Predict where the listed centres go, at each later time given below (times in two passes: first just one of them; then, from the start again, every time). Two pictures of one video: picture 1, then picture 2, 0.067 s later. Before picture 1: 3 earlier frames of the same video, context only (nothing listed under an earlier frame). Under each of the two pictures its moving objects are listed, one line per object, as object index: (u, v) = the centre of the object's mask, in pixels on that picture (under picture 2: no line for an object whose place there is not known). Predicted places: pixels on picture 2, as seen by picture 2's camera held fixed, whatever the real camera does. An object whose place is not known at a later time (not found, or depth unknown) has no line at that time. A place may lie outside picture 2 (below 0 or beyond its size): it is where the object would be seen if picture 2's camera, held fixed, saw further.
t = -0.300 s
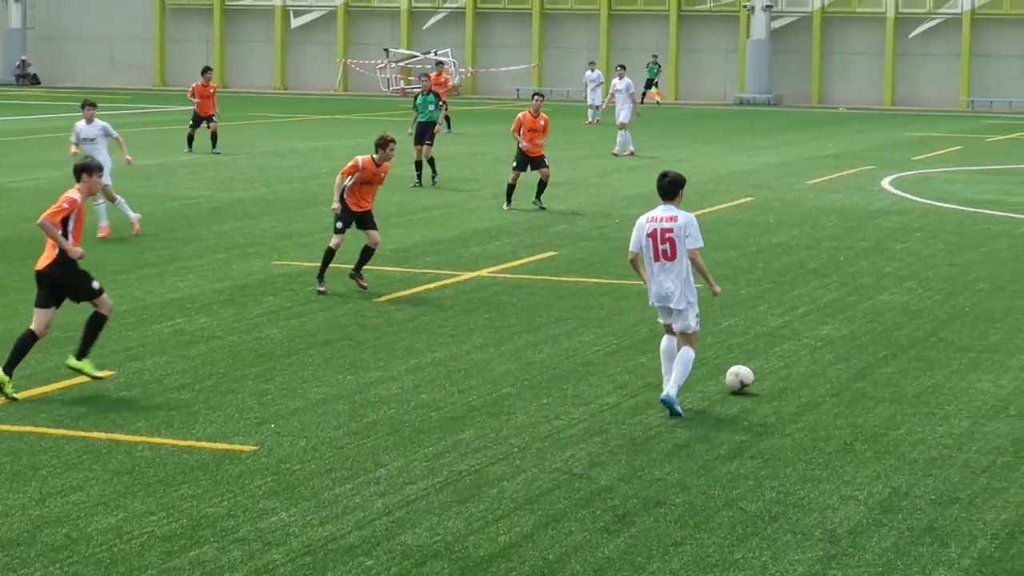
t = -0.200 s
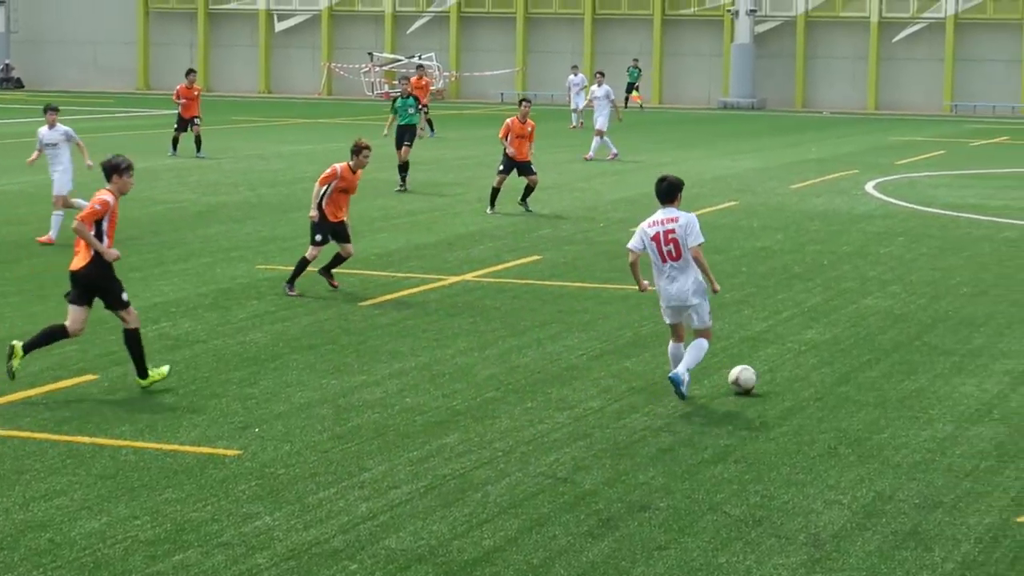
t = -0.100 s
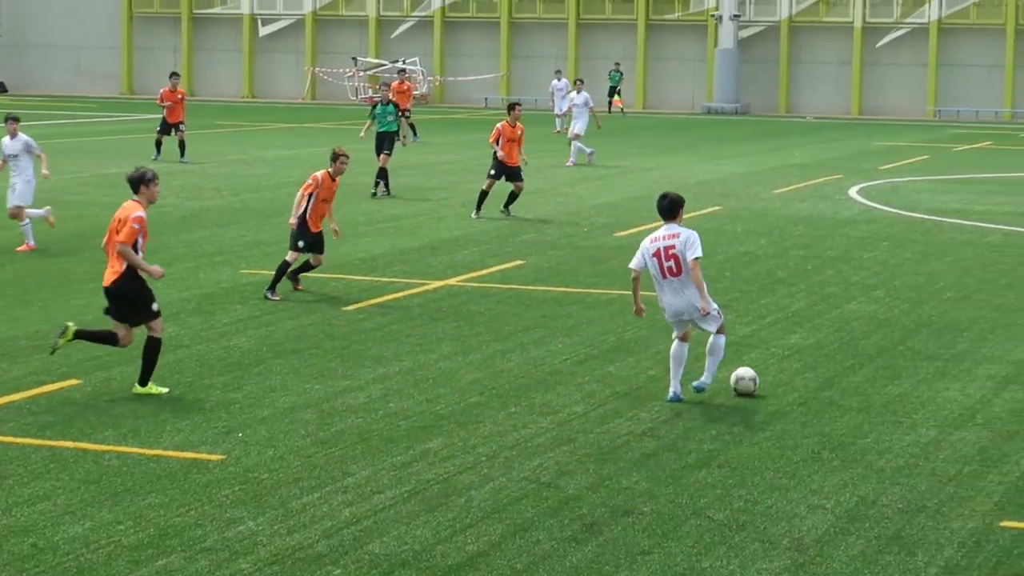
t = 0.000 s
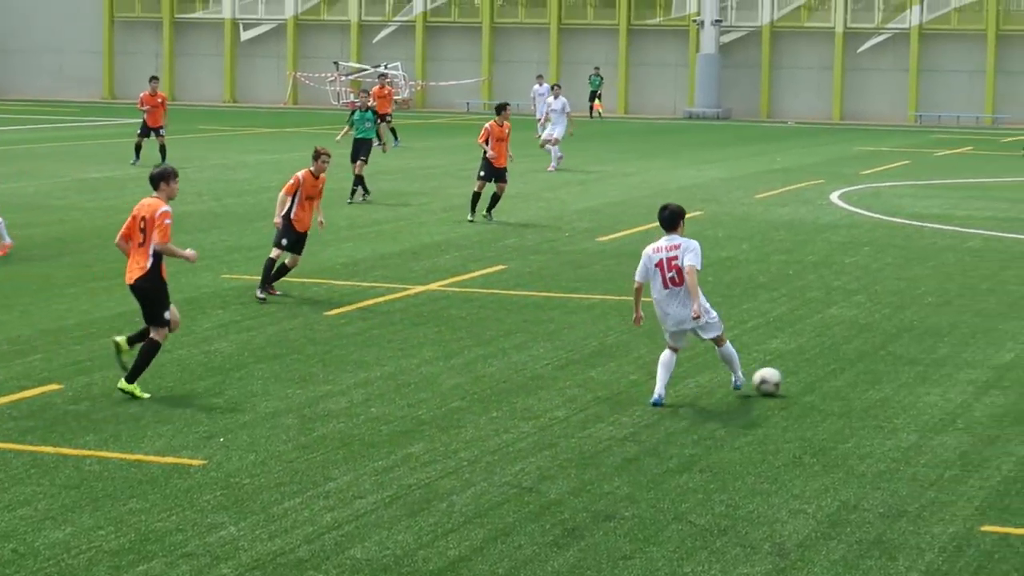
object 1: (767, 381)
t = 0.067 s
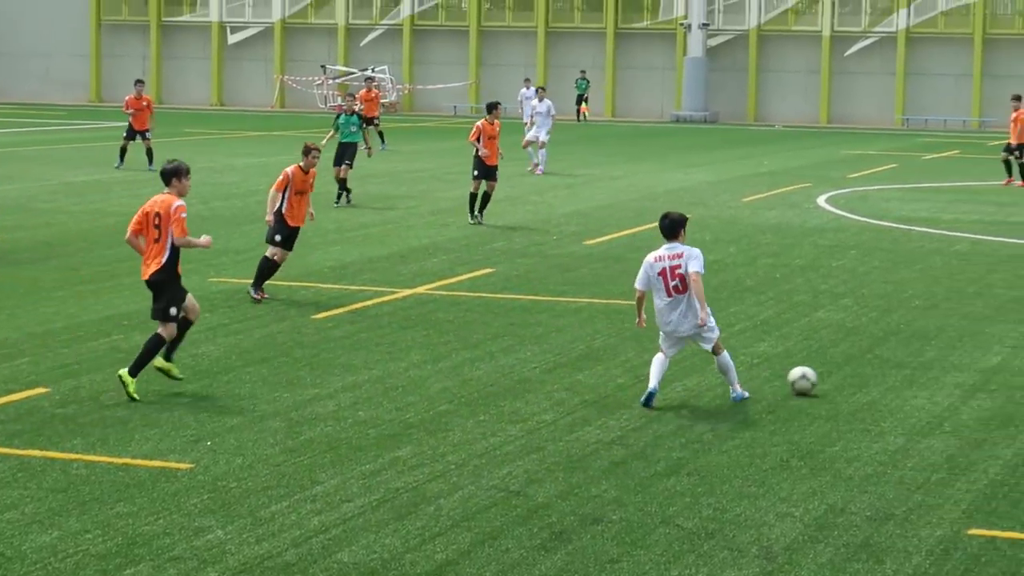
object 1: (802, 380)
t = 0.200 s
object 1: (886, 375)
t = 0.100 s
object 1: (825, 379)
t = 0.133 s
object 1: (846, 378)
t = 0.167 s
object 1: (866, 376)
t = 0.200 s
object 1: (886, 375)
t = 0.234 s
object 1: (904, 372)
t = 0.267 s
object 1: (921, 370)
